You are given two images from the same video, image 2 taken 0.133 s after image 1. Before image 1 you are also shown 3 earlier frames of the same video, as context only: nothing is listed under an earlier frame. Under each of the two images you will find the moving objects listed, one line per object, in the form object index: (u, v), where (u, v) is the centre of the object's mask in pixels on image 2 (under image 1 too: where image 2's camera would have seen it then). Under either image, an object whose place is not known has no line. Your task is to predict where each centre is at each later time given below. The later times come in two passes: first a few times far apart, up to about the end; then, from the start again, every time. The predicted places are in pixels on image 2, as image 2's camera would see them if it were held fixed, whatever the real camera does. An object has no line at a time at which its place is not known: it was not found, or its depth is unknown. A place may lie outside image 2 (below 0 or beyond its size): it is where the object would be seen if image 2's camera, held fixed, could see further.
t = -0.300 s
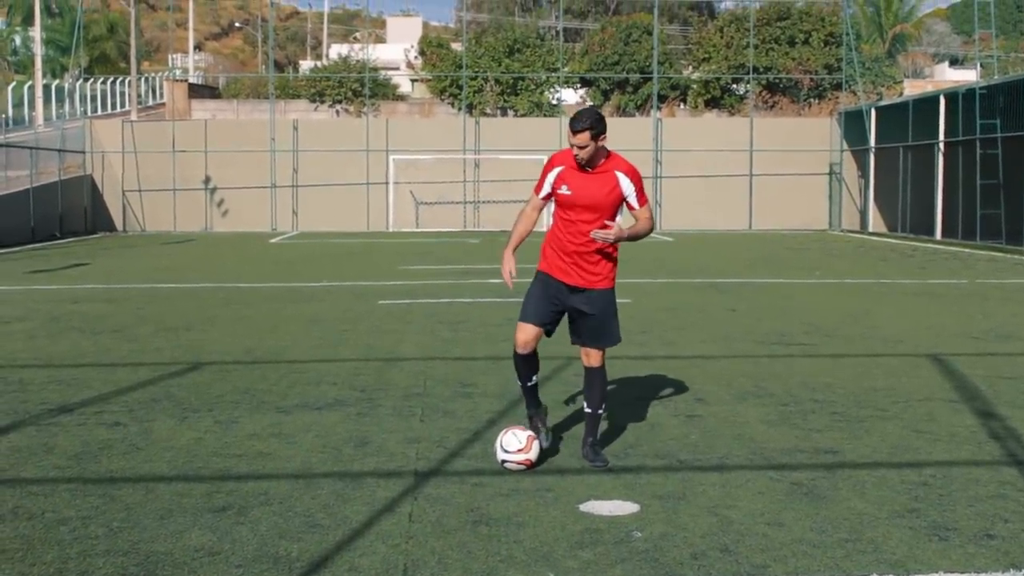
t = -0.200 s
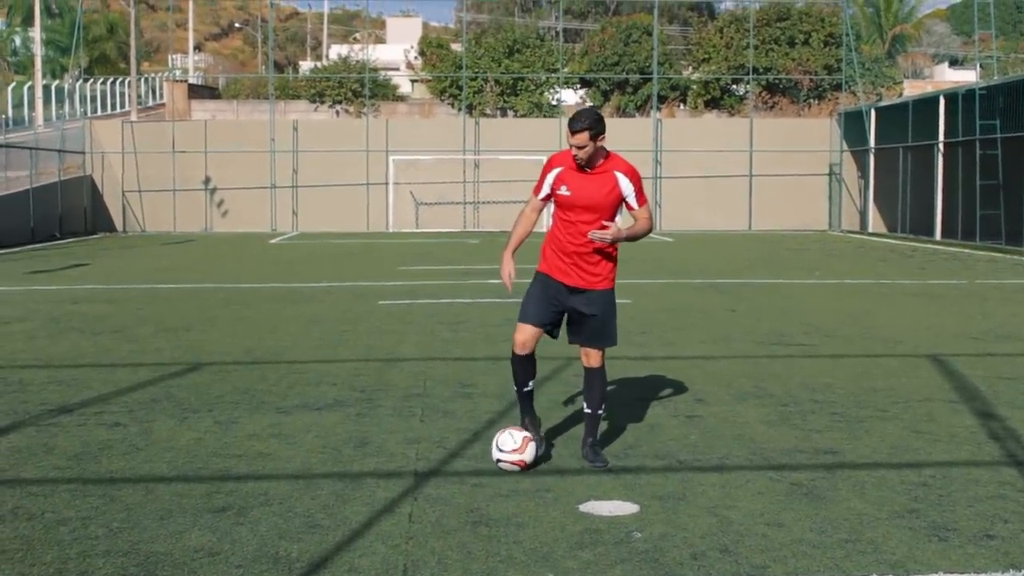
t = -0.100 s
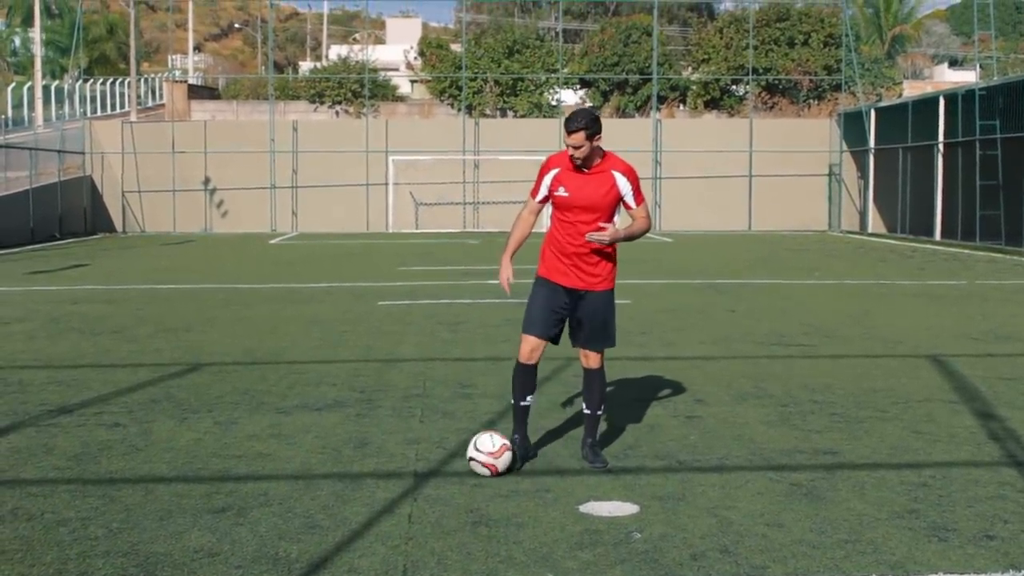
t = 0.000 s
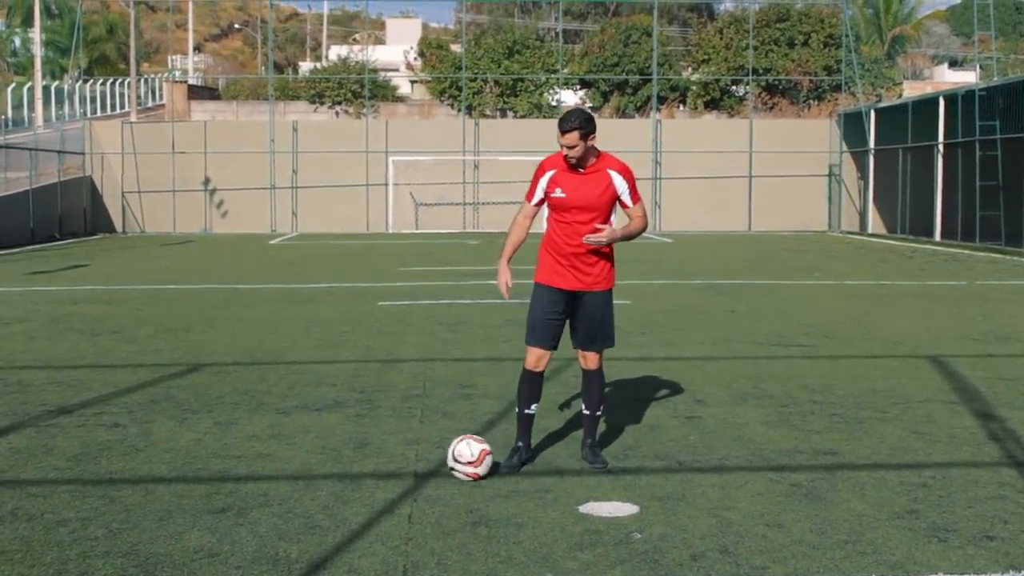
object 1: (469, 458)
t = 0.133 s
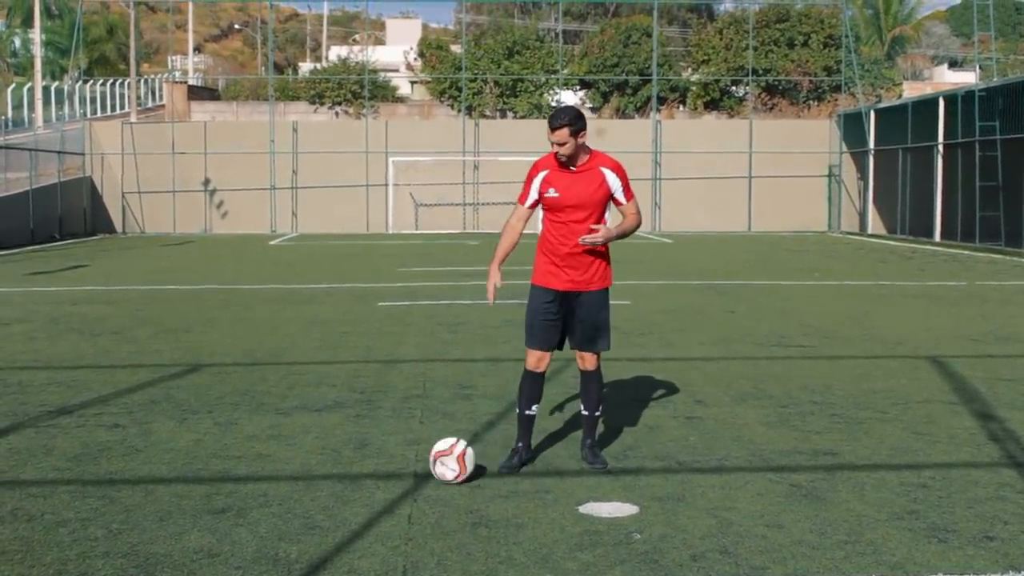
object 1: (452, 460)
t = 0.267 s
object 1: (435, 463)
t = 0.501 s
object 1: (409, 468)
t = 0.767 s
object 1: (385, 473)
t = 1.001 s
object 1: (369, 476)
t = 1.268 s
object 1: (353, 479)
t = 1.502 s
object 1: (343, 482)
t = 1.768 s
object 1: (332, 484)
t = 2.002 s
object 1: (329, 485)
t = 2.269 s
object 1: (329, 486)
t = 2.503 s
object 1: (329, 486)
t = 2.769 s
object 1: (328, 486)
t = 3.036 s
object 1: (328, 486)
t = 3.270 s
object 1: (328, 486)
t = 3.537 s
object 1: (328, 486)
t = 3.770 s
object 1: (328, 486)
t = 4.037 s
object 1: (328, 486)
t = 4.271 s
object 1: (328, 486)
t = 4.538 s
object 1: (328, 486)
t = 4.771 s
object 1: (328, 486)
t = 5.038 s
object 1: (328, 486)
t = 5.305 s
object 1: (328, 486)
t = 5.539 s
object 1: (328, 487)
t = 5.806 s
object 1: (328, 487)
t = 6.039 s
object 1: (328, 487)
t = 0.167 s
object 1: (447, 461)
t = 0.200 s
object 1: (443, 462)
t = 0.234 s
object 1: (439, 462)
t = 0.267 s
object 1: (435, 463)
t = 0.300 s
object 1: (431, 464)
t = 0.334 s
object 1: (427, 465)
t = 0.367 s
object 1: (423, 465)
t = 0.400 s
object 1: (420, 466)
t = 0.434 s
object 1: (416, 467)
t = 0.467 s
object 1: (413, 468)
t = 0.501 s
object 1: (409, 468)
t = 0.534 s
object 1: (406, 468)
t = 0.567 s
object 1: (403, 469)
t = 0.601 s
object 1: (400, 470)
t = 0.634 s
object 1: (396, 471)
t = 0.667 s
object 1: (394, 471)
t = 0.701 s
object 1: (391, 471)
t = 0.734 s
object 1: (388, 472)
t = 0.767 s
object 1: (385, 473)
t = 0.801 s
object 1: (383, 473)
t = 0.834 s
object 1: (381, 473)
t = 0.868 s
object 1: (378, 474)
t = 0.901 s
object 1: (375, 474)
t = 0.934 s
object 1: (373, 475)
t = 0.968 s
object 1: (371, 475)
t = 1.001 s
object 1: (369, 476)
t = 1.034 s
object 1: (367, 476)
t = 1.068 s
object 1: (364, 477)
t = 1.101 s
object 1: (362, 477)
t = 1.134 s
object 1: (360, 477)
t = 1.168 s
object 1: (358, 478)
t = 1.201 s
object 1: (357, 478)
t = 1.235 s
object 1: (355, 479)
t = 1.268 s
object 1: (353, 479)
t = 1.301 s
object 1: (352, 479)
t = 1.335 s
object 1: (350, 480)
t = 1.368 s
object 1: (349, 480)
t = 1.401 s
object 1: (347, 480)
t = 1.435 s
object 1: (346, 481)
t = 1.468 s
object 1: (344, 481)
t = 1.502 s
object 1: (343, 482)
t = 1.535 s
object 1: (341, 482)
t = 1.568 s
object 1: (340, 482)
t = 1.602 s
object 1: (338, 482)
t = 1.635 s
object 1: (337, 483)
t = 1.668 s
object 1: (335, 483)
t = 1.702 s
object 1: (334, 483)
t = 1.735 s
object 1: (333, 483)
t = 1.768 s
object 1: (332, 484)
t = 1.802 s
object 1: (331, 484)
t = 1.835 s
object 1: (331, 484)
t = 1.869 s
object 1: (330, 484)
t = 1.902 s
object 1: (330, 484)
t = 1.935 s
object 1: (329, 484)
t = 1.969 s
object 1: (329, 485)
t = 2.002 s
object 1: (329, 485)
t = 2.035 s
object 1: (329, 485)
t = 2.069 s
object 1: (329, 485)
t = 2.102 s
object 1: (329, 485)
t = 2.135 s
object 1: (329, 486)
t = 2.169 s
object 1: (329, 486)
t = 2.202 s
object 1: (329, 486)
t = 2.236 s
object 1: (329, 486)
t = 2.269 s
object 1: (329, 486)
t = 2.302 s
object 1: (329, 486)
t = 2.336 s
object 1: (329, 486)
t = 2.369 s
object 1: (329, 486)
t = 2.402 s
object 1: (329, 486)
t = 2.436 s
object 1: (329, 486)
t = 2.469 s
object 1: (329, 486)
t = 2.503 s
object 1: (329, 486)
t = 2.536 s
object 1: (329, 486)
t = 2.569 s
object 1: (329, 486)
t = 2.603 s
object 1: (328, 486)
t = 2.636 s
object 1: (328, 486)
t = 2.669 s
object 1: (328, 486)
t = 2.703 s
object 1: (328, 486)
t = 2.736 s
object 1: (328, 486)
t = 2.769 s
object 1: (328, 486)
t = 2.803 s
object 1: (328, 486)
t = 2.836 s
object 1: (328, 486)
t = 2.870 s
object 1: (329, 487)
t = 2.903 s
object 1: (328, 486)
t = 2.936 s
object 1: (328, 486)
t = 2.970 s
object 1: (328, 486)
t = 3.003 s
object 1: (328, 486)
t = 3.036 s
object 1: (328, 486)
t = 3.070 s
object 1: (328, 486)
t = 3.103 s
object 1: (328, 486)
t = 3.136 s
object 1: (328, 487)
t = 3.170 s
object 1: (328, 487)
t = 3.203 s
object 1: (328, 487)
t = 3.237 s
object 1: (329, 487)
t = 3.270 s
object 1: (328, 486)
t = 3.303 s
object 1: (328, 486)
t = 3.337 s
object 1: (328, 486)
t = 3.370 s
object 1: (328, 486)
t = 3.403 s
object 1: (329, 487)
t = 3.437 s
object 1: (328, 486)
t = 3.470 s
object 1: (328, 486)
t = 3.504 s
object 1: (328, 486)
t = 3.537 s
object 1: (328, 486)
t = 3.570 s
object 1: (328, 486)
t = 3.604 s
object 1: (328, 486)
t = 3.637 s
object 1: (328, 486)
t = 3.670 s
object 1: (328, 486)
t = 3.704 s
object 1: (328, 486)
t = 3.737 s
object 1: (328, 486)
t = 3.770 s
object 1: (328, 486)
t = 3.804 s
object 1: (328, 486)
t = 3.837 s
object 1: (328, 487)
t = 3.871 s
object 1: (329, 486)
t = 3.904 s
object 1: (328, 486)
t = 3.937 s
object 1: (328, 486)
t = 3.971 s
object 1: (328, 486)
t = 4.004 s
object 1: (328, 486)
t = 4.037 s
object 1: (328, 486)
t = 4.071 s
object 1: (328, 487)
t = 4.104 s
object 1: (328, 487)
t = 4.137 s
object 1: (328, 486)
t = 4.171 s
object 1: (328, 486)
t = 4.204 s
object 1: (328, 486)
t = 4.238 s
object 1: (328, 486)
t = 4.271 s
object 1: (328, 486)
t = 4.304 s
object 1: (328, 486)
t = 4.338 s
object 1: (328, 486)
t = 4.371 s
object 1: (328, 486)
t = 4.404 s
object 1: (328, 486)
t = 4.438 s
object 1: (328, 486)
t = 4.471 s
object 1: (328, 486)
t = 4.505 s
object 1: (328, 486)
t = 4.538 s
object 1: (328, 486)
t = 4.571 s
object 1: (328, 486)
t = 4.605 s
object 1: (328, 486)
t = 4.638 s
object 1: (328, 486)
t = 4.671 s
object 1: (328, 486)
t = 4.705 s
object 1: (328, 486)
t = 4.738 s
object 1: (328, 486)
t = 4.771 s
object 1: (328, 486)
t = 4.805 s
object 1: (328, 486)
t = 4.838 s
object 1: (328, 486)
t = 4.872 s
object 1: (328, 486)
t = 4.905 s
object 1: (328, 486)
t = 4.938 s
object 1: (328, 486)
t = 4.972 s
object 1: (328, 486)
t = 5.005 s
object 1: (328, 486)
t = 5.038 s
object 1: (328, 486)
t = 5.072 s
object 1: (328, 486)
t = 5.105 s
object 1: (328, 486)
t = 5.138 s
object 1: (328, 486)
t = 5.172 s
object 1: (328, 486)
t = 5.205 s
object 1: (328, 486)
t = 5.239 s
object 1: (328, 487)
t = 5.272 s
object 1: (328, 486)
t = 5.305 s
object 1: (328, 486)
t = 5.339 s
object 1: (328, 486)
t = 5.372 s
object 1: (328, 487)
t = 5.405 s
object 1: (328, 486)
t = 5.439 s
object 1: (328, 487)
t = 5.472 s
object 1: (328, 487)
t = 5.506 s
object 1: (328, 486)
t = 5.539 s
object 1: (328, 487)
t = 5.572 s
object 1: (328, 487)
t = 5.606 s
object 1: (328, 486)
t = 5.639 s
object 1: (328, 487)
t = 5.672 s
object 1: (329, 487)
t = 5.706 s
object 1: (328, 487)
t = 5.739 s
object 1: (328, 487)
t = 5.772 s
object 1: (328, 487)
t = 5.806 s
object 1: (328, 487)
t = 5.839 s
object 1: (328, 486)
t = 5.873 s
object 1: (328, 487)
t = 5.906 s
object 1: (328, 487)
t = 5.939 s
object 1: (328, 487)
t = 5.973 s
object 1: (328, 487)
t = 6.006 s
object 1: (328, 487)
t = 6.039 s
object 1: (328, 487)
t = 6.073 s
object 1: (328, 487)
